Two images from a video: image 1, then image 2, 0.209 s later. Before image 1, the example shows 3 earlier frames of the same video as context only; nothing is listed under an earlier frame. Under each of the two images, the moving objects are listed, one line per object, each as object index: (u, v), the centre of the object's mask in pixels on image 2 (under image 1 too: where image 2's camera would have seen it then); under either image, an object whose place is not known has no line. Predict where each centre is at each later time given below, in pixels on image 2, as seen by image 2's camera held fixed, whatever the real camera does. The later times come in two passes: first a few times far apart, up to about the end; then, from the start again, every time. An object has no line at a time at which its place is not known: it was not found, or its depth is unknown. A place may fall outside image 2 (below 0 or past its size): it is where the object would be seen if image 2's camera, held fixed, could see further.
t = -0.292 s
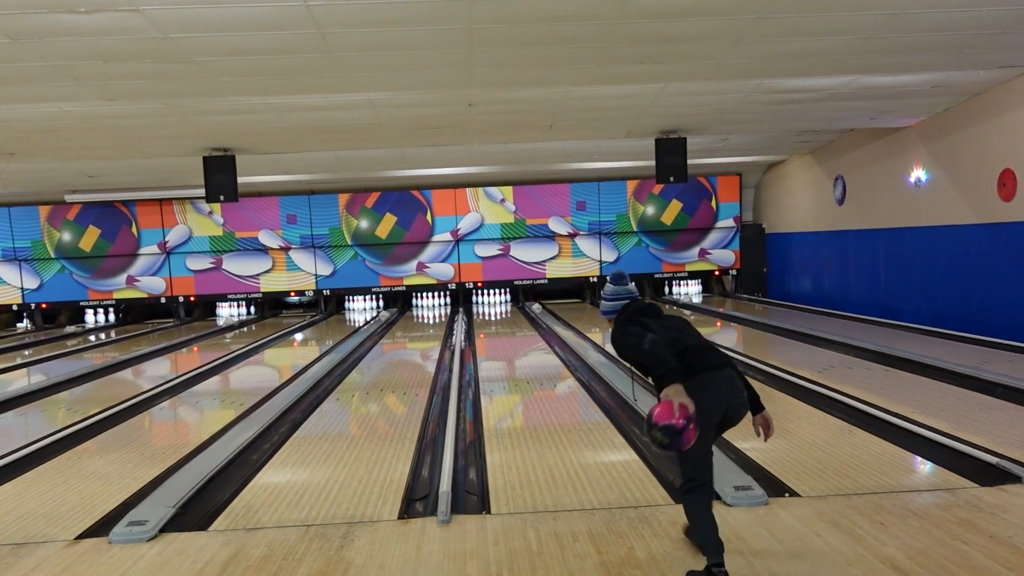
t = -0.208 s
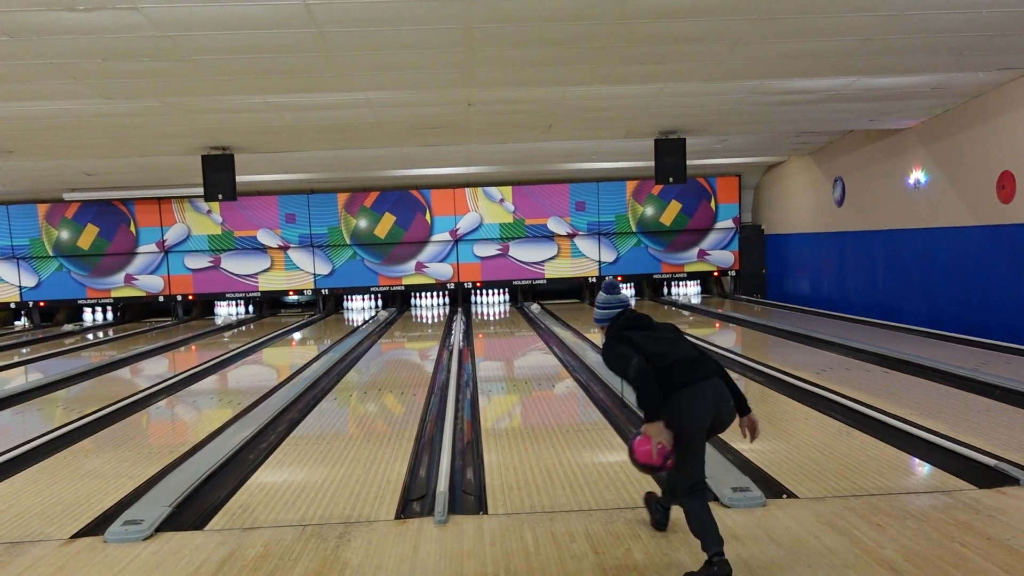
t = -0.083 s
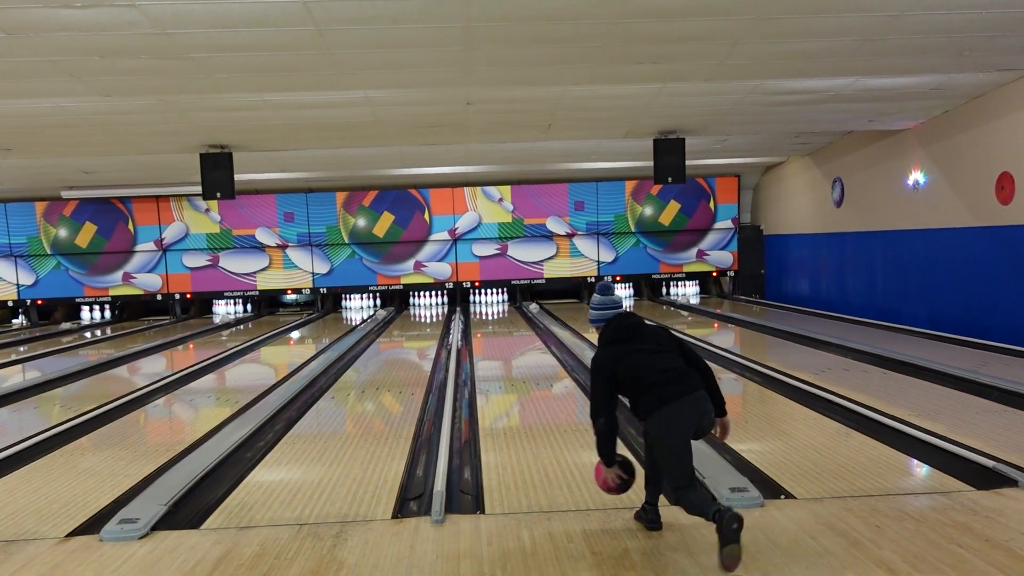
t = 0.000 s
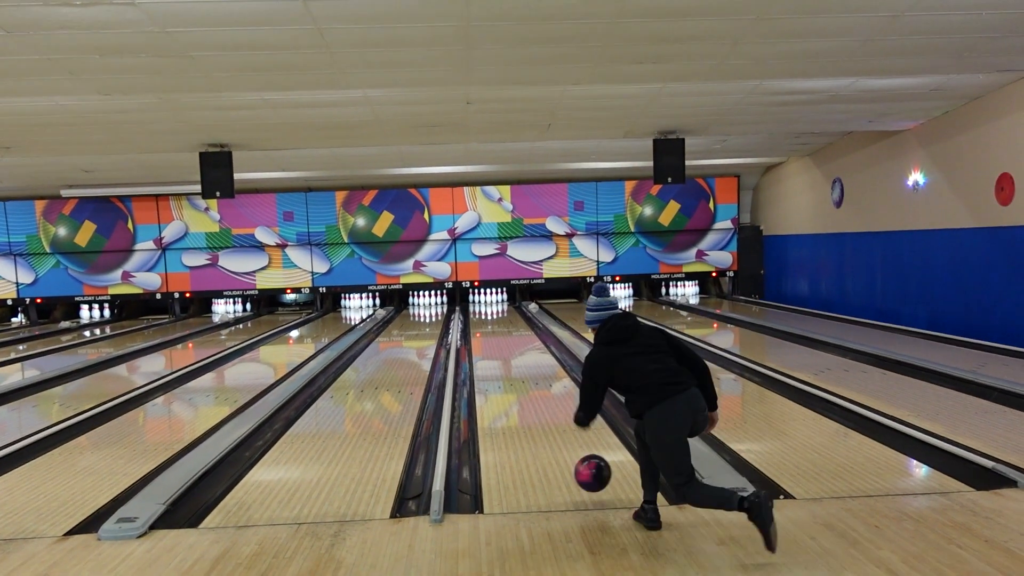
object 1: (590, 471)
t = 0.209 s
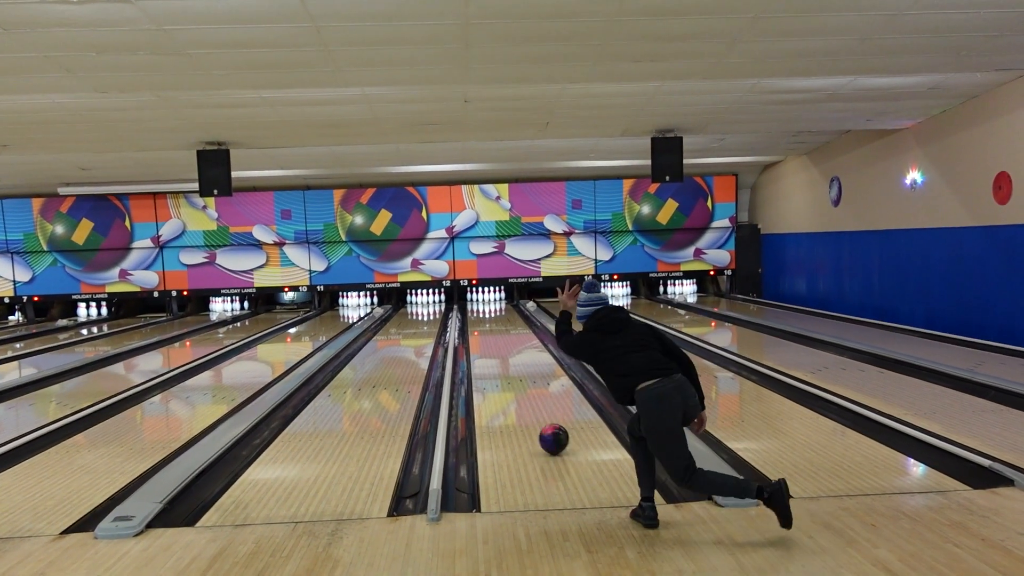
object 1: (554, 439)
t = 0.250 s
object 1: (547, 430)
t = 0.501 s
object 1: (520, 397)
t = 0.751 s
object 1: (501, 374)
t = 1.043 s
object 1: (491, 355)
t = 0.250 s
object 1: (547, 430)
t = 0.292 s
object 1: (542, 425)
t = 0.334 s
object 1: (536, 418)
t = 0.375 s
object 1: (533, 413)
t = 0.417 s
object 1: (527, 406)
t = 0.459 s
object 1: (524, 402)
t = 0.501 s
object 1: (520, 397)
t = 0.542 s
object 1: (517, 393)
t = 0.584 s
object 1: (513, 388)
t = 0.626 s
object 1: (510, 385)
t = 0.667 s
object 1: (507, 380)
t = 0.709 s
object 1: (505, 378)
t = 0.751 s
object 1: (501, 374)
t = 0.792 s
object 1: (500, 371)
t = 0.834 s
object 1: (497, 368)
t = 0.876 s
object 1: (496, 365)
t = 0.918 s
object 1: (495, 362)
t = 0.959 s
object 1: (493, 360)
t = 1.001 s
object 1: (492, 357)
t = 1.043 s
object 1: (491, 355)
